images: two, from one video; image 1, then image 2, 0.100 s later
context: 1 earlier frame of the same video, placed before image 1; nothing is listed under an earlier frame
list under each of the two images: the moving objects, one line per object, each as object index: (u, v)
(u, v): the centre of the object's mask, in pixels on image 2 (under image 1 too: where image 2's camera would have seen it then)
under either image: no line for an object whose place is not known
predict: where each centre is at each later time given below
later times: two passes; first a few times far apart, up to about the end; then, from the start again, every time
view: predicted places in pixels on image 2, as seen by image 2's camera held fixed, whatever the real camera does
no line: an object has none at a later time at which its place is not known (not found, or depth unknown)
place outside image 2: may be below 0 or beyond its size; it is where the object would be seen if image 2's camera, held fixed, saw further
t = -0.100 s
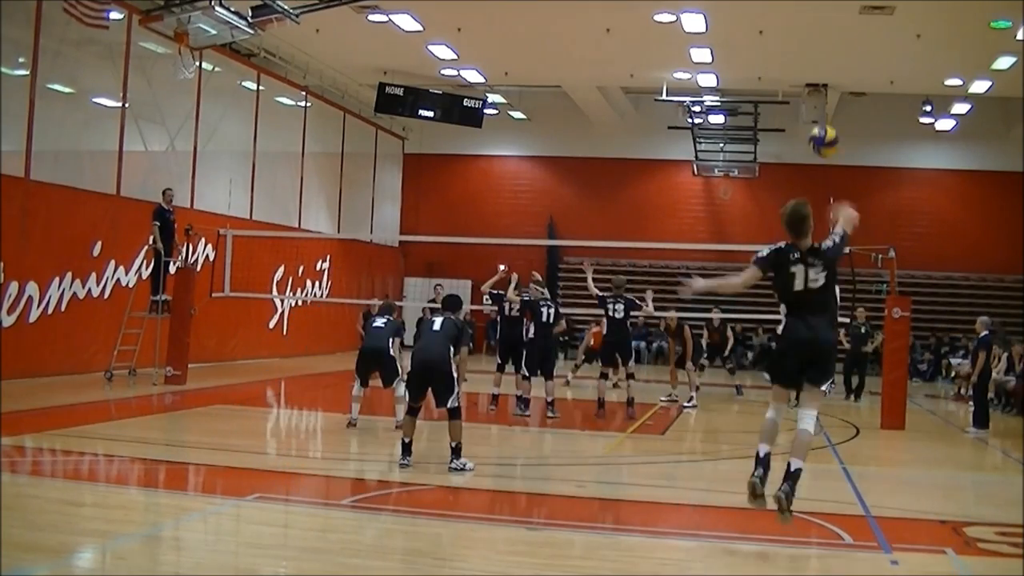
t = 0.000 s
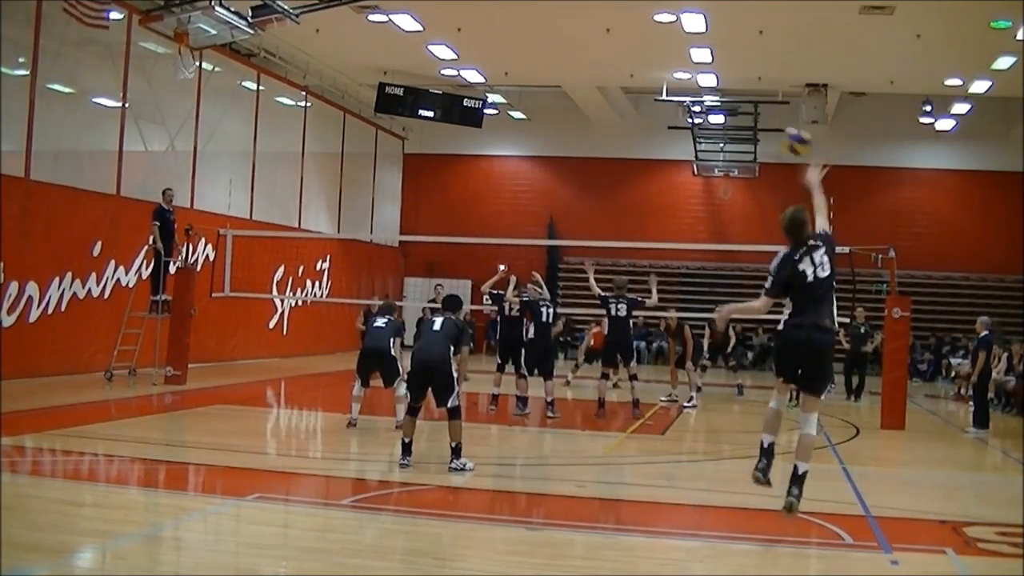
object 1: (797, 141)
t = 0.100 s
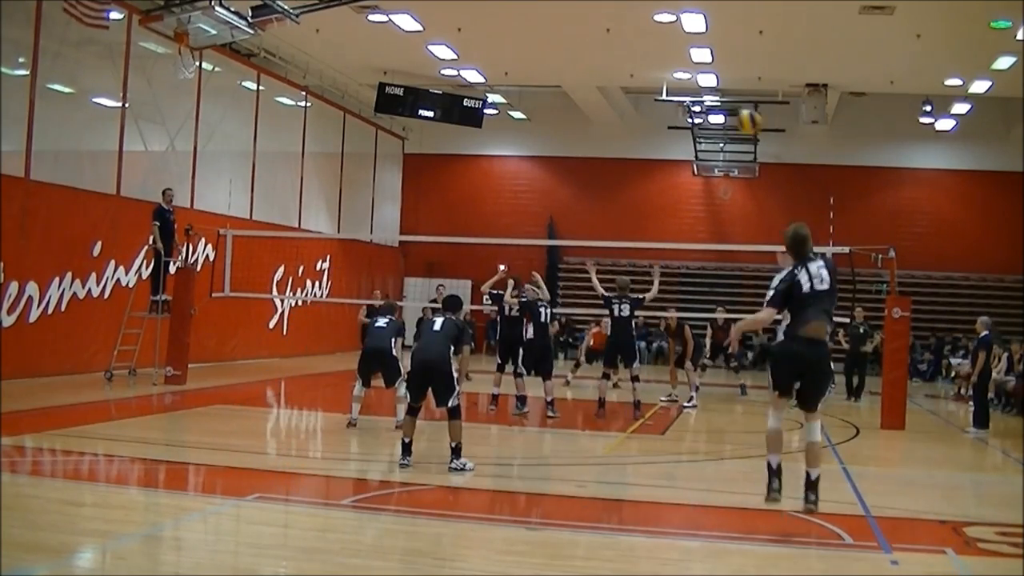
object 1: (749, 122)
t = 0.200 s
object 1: (712, 115)
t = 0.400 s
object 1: (659, 129)
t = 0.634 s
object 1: (611, 171)
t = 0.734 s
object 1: (595, 195)
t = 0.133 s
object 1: (736, 119)
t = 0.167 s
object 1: (725, 117)
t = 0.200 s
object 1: (712, 115)
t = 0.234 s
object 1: (702, 116)
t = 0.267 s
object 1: (692, 117)
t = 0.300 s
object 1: (684, 119)
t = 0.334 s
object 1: (676, 122)
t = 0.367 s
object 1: (667, 126)
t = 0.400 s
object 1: (659, 129)
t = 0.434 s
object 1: (651, 134)
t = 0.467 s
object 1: (644, 139)
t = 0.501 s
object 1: (638, 144)
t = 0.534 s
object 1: (631, 151)
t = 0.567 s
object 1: (623, 158)
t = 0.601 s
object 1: (617, 165)
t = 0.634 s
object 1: (611, 171)
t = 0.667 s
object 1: (605, 179)
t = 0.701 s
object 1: (600, 187)
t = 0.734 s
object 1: (595, 195)
